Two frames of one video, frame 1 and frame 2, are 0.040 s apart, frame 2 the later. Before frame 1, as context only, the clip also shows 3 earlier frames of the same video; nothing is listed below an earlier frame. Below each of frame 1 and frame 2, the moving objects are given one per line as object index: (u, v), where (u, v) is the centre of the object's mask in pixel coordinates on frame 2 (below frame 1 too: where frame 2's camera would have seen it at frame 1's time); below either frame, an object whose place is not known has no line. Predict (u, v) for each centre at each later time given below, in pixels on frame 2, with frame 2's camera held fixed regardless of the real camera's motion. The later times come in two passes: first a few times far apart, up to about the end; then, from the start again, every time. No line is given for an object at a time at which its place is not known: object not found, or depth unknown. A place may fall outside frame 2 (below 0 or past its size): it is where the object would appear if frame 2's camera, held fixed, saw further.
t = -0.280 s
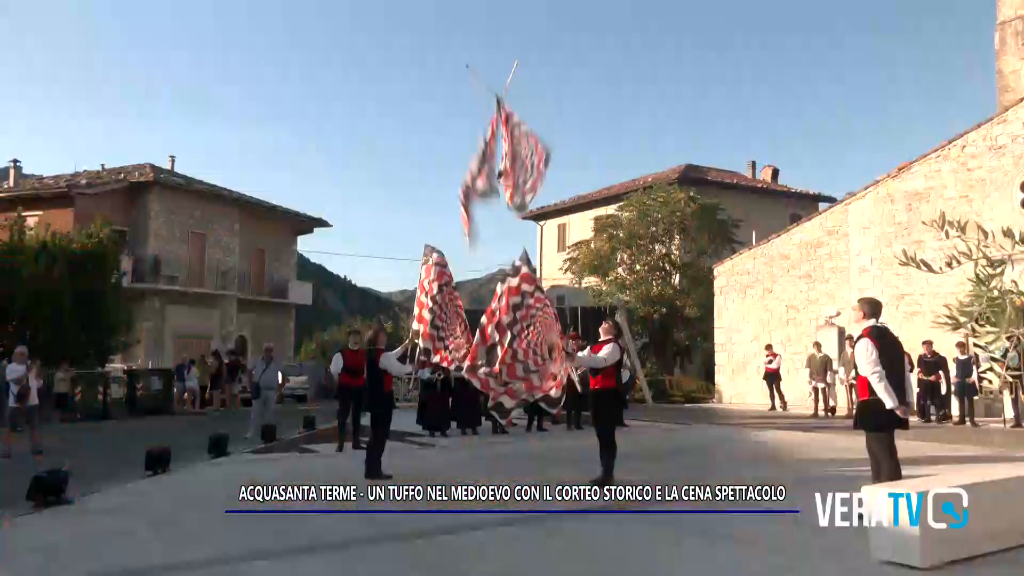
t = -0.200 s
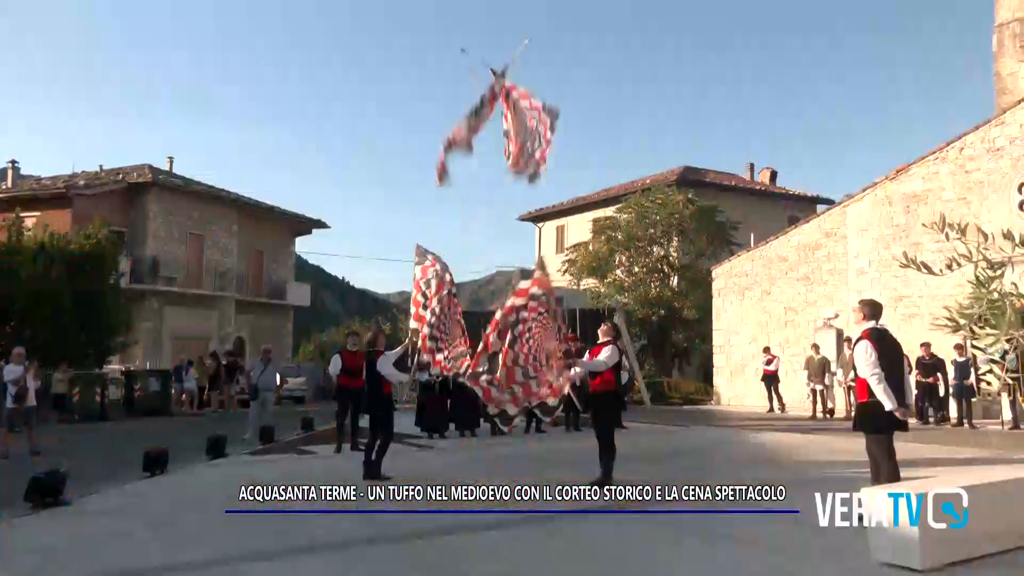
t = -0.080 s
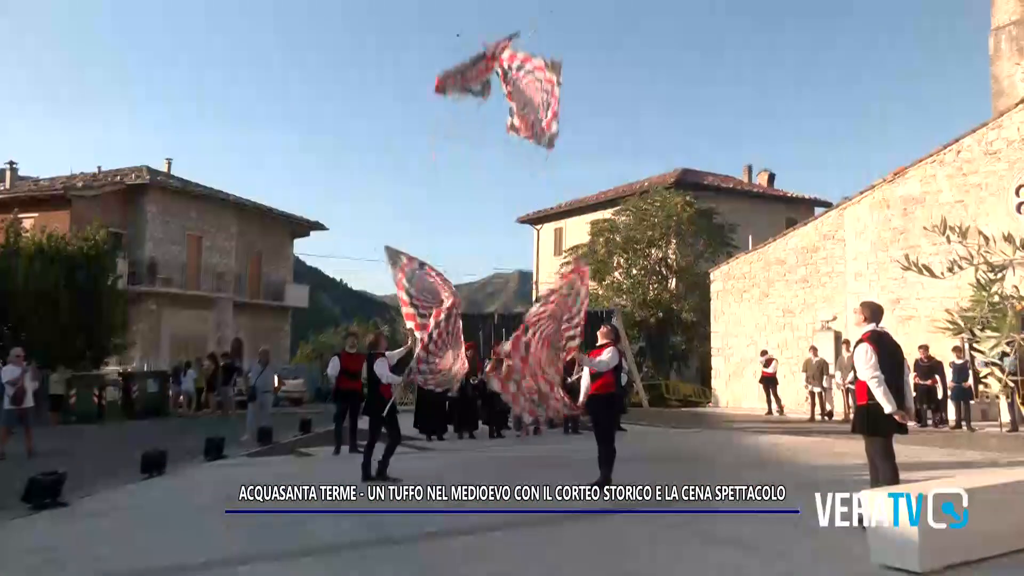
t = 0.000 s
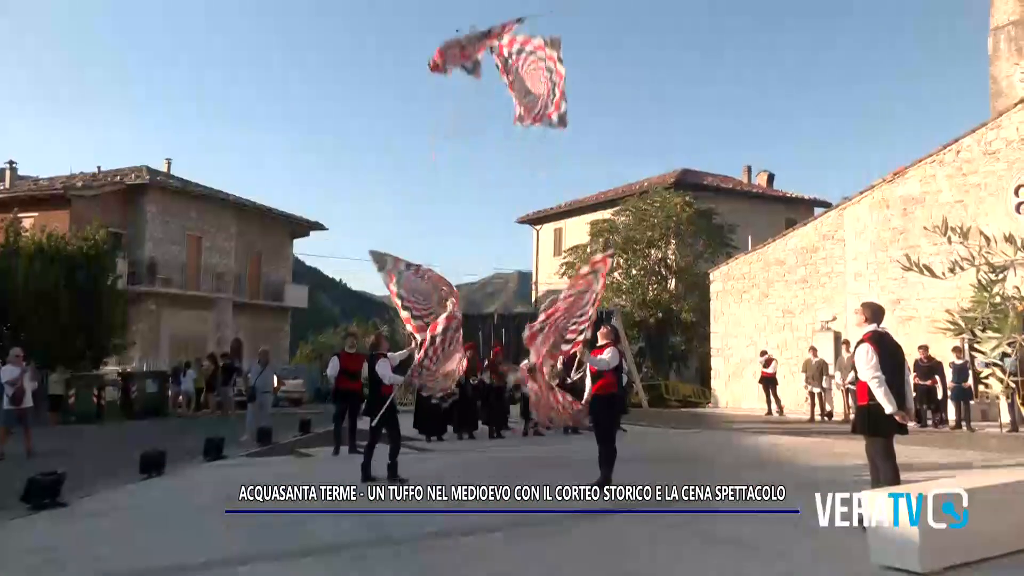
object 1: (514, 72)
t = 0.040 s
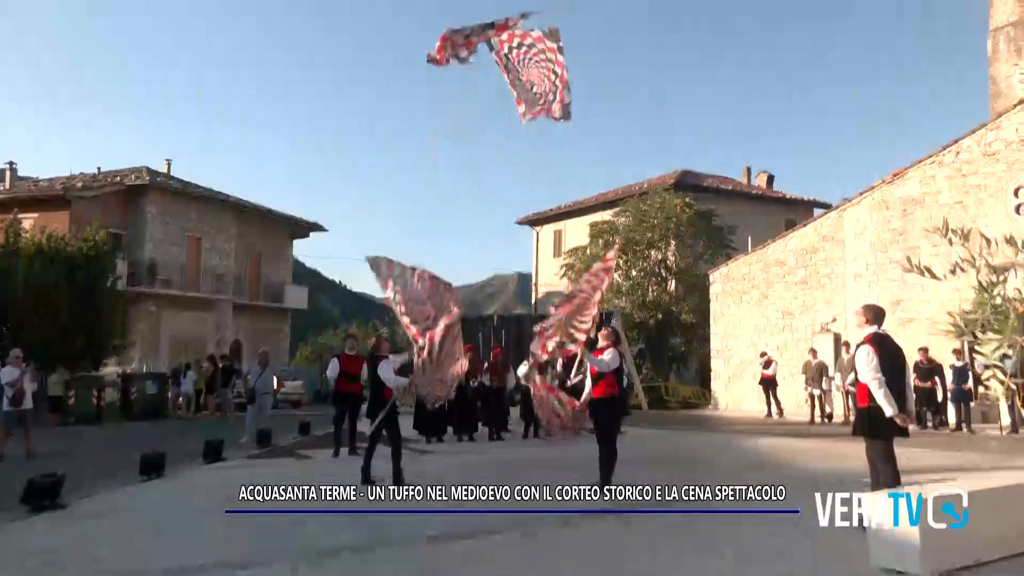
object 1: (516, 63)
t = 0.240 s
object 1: (524, 45)
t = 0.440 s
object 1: (526, 51)
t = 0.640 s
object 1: (518, 73)
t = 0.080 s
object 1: (518, 55)
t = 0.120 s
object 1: (519, 50)
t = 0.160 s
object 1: (521, 48)
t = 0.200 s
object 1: (523, 46)
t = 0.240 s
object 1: (524, 45)
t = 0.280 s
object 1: (526, 45)
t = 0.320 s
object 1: (526, 45)
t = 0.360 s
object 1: (526, 46)
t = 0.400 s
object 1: (527, 48)
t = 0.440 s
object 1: (526, 51)
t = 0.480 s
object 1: (525, 54)
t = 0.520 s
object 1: (522, 57)
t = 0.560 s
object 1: (521, 61)
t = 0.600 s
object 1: (520, 66)
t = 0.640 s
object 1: (518, 73)
